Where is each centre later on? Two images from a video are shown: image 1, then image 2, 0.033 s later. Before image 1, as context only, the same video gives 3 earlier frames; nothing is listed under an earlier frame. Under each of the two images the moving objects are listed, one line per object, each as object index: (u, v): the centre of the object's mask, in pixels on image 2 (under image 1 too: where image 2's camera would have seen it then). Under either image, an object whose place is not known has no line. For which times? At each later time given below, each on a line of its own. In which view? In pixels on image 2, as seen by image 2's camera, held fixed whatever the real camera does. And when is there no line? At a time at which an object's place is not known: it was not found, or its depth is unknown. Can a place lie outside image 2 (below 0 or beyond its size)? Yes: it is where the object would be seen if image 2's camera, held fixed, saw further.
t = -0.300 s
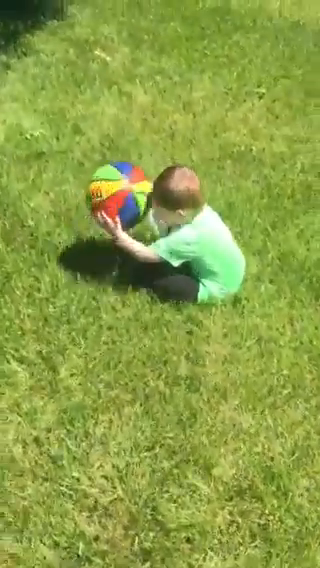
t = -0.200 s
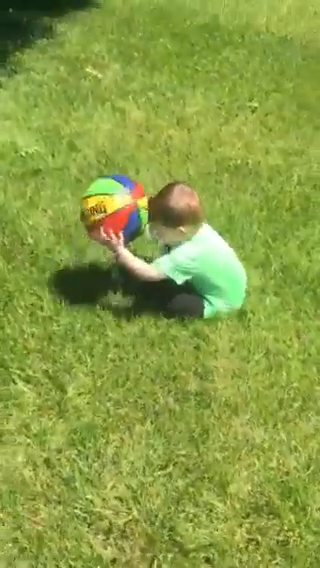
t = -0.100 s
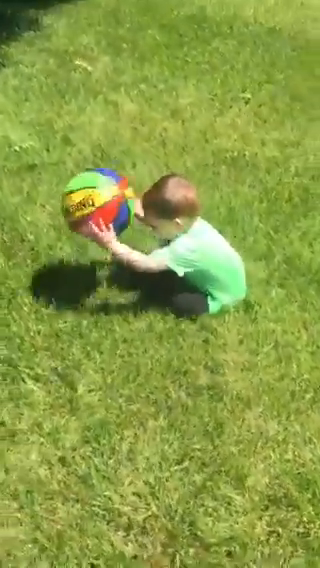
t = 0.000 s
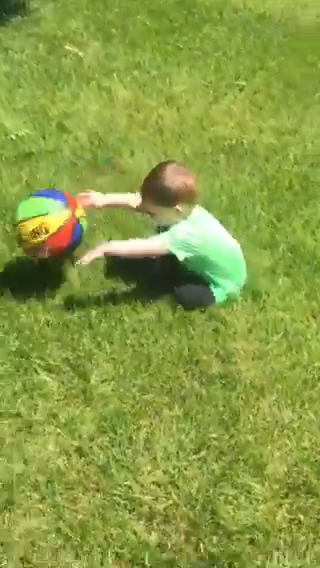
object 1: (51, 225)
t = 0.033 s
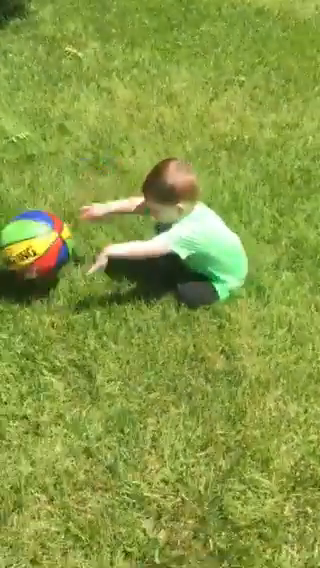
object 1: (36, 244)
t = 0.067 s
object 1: (23, 263)
